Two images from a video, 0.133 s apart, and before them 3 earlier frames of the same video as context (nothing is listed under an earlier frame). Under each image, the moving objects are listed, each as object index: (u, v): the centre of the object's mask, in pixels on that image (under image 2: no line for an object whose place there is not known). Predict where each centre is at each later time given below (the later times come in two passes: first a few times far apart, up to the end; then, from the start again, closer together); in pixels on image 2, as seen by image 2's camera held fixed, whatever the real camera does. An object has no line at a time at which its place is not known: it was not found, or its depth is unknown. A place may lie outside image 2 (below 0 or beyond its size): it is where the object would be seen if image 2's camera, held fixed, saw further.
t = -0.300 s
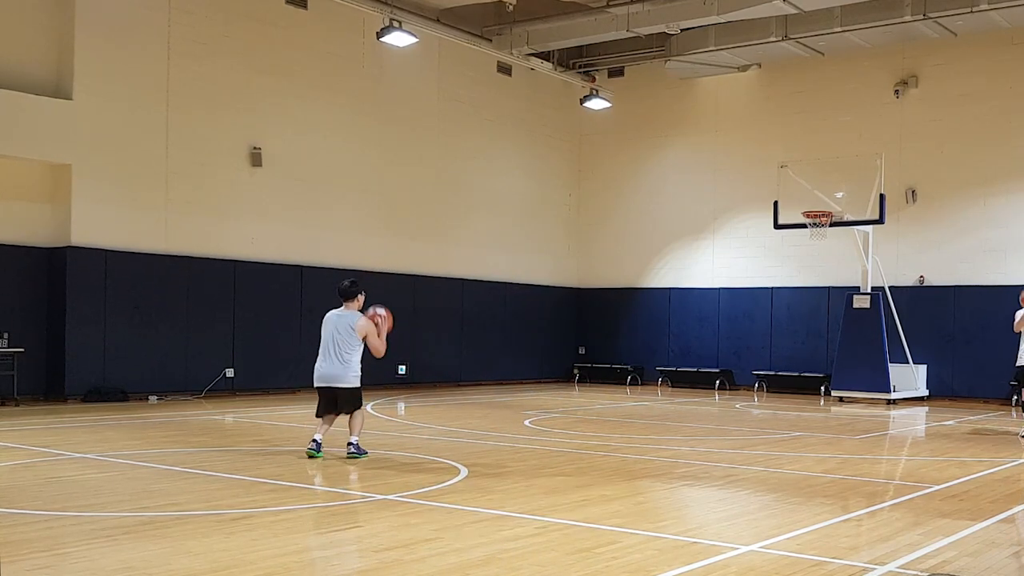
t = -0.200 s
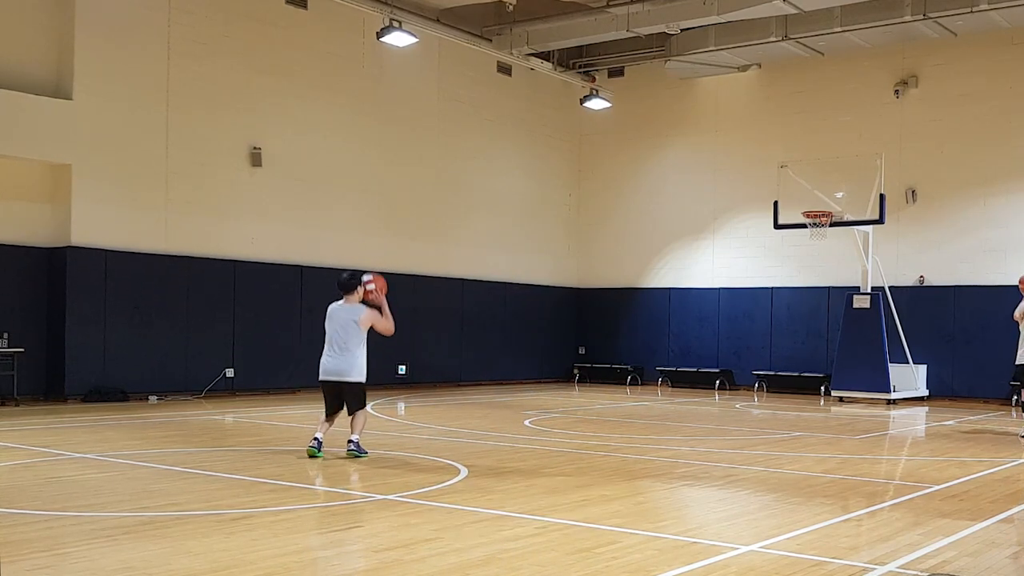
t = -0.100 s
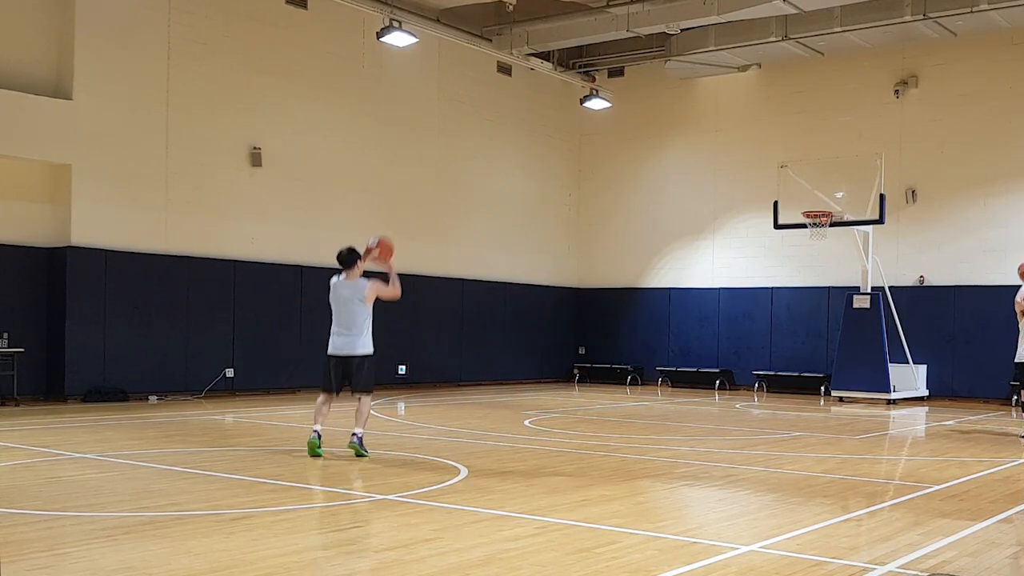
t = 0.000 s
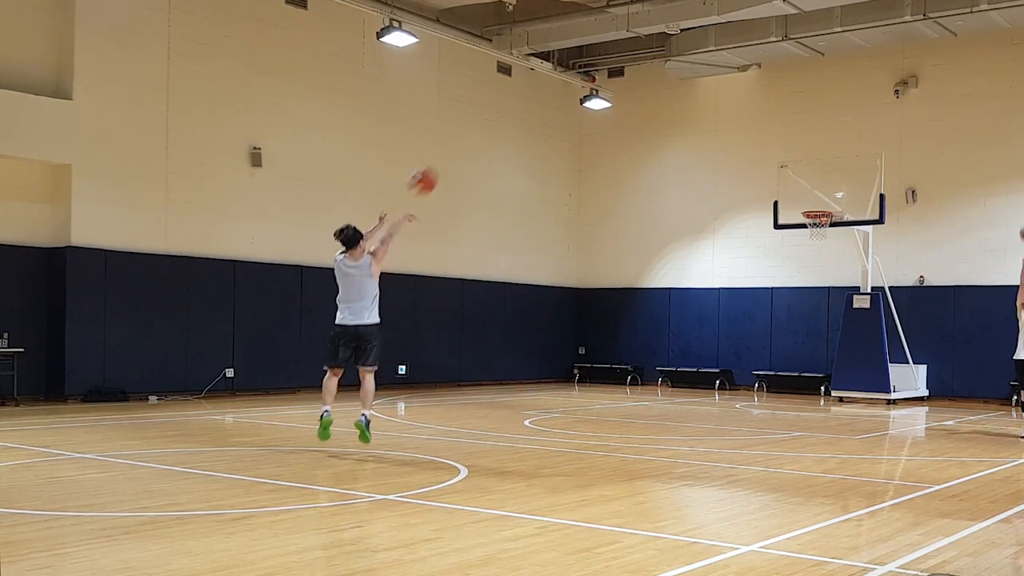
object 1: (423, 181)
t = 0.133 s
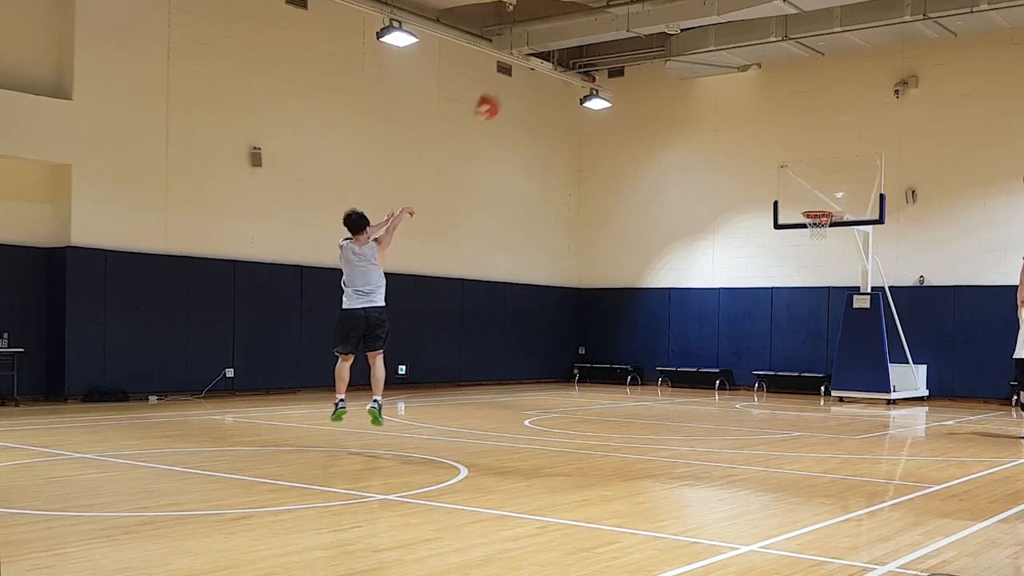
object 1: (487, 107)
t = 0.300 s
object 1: (555, 49)
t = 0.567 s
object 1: (643, 19)
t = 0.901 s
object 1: (728, 62)
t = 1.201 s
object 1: (785, 155)
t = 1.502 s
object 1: (824, 223)
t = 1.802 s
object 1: (814, 230)
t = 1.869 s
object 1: (811, 238)
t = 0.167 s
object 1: (501, 93)
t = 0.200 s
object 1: (515, 80)
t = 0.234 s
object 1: (528, 68)
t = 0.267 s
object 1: (542, 56)
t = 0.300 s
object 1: (555, 49)
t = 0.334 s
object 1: (567, 40)
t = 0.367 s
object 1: (579, 34)
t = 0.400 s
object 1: (591, 28)
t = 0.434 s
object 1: (602, 24)
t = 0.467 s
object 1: (613, 22)
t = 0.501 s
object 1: (624, 20)
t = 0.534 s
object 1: (634, 19)
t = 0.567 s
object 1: (643, 19)
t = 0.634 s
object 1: (663, 21)
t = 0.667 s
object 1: (672, 24)
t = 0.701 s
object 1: (680, 27)
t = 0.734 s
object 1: (689, 31)
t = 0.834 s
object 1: (713, 47)
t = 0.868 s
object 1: (720, 55)
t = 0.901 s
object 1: (728, 62)
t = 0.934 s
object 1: (735, 70)
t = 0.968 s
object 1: (741, 79)
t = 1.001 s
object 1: (748, 87)
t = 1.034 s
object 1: (755, 98)
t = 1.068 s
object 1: (761, 108)
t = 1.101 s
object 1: (767, 119)
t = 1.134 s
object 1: (774, 131)
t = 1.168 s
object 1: (779, 142)
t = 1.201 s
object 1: (785, 155)
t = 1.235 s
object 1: (790, 167)
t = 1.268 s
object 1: (796, 181)
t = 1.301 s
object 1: (802, 194)
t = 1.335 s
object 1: (807, 206)
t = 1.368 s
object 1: (812, 211)
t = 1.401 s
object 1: (815, 215)
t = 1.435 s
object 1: (819, 217)
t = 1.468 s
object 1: (823, 222)
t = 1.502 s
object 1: (824, 223)
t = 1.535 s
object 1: (824, 224)
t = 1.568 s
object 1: (823, 223)
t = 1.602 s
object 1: (822, 223)
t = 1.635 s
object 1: (822, 222)
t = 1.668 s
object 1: (820, 225)
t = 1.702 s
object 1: (819, 225)
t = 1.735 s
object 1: (817, 226)
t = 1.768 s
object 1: (815, 228)
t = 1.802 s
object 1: (814, 230)
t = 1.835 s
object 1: (813, 233)
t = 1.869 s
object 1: (811, 238)
